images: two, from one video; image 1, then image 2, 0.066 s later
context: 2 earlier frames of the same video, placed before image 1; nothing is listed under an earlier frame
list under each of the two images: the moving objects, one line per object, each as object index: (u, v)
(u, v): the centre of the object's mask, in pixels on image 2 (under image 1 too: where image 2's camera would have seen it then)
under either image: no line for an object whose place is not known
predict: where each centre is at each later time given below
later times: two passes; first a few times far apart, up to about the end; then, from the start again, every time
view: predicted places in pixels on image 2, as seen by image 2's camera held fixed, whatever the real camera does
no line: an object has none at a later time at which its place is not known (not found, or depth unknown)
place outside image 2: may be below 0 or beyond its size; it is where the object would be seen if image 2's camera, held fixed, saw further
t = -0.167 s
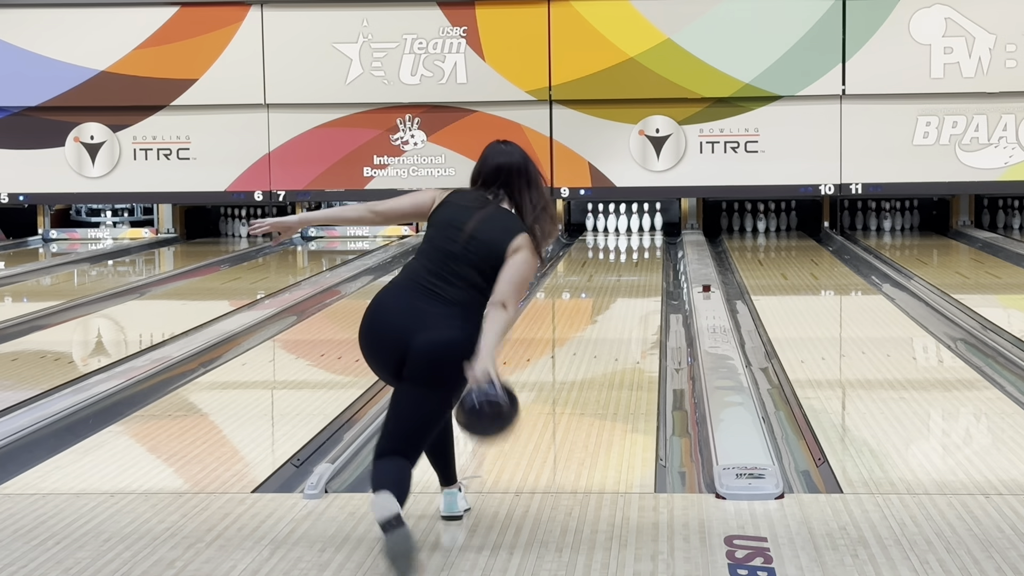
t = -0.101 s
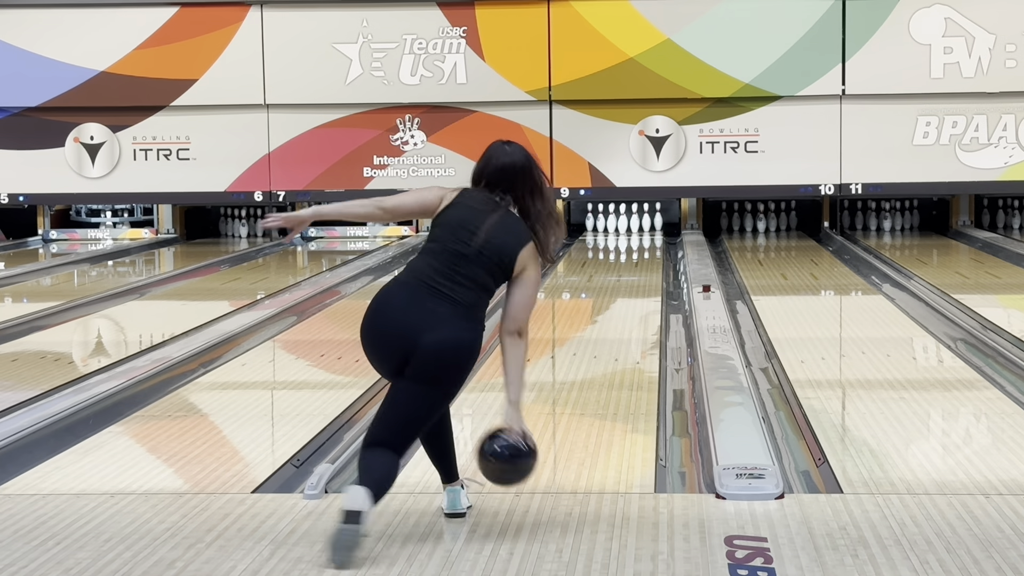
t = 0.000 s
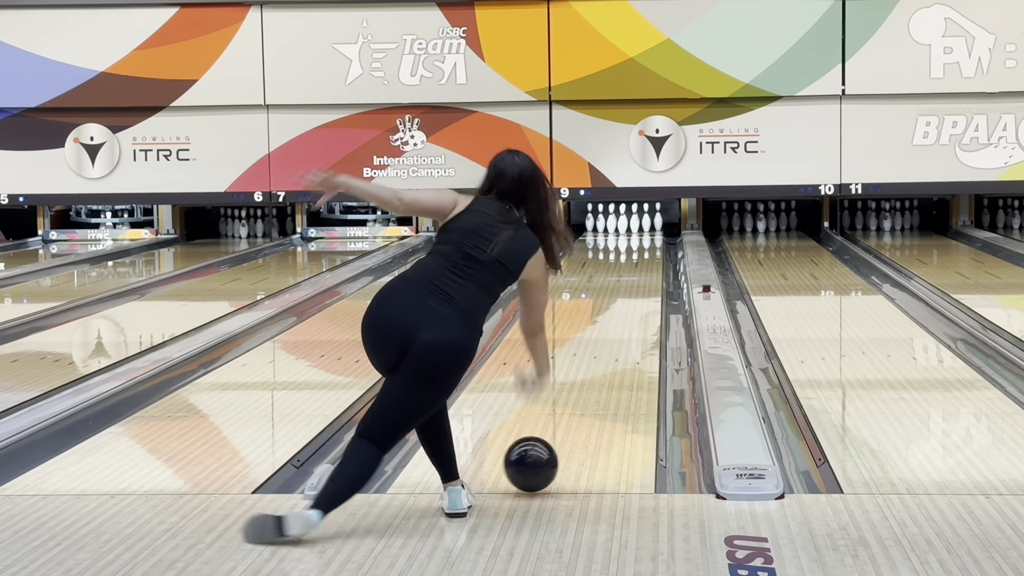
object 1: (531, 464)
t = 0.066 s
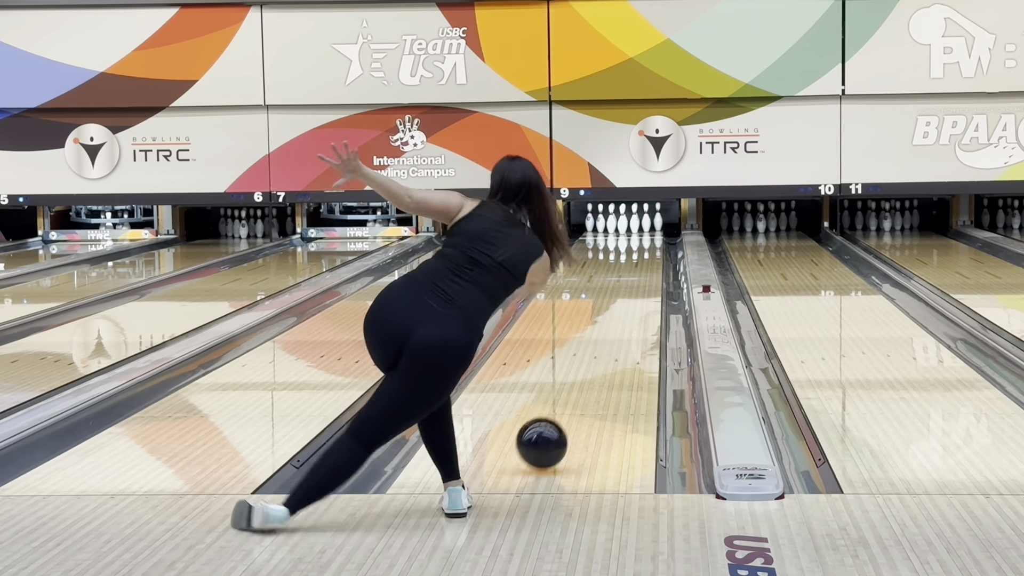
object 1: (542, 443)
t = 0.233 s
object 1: (563, 404)
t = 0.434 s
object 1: (583, 366)
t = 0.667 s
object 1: (599, 333)
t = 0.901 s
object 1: (611, 308)
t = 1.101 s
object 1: (618, 290)
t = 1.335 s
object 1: (625, 274)
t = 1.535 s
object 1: (629, 262)
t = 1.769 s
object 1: (633, 251)
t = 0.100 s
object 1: (547, 434)
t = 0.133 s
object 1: (551, 428)
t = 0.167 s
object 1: (556, 419)
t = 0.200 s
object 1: (560, 411)
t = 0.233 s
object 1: (563, 404)
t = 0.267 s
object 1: (567, 397)
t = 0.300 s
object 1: (571, 390)
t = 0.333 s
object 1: (574, 384)
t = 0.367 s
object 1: (577, 377)
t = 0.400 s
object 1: (580, 372)
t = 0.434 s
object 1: (583, 366)
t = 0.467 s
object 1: (585, 361)
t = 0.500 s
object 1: (588, 356)
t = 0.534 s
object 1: (590, 351)
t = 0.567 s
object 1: (593, 346)
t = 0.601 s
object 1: (595, 342)
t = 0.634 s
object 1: (597, 337)
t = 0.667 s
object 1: (599, 333)
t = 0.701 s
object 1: (601, 329)
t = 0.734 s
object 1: (602, 325)
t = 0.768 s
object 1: (604, 321)
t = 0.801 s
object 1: (606, 318)
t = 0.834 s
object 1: (608, 314)
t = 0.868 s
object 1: (609, 311)
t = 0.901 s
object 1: (611, 308)
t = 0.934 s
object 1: (612, 304)
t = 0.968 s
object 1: (613, 301)
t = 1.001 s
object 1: (615, 298)
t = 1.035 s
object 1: (616, 296)
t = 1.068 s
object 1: (617, 293)
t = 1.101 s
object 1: (618, 290)
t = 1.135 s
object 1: (619, 288)
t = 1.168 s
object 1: (620, 285)
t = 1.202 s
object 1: (621, 283)
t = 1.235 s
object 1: (622, 280)
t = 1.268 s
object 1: (623, 278)
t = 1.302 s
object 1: (624, 276)
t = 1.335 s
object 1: (625, 274)
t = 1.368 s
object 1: (626, 272)
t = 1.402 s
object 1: (626, 270)
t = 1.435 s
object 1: (627, 268)
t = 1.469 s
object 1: (628, 266)
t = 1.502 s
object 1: (629, 264)
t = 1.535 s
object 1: (629, 262)
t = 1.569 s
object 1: (630, 261)
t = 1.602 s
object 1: (630, 259)
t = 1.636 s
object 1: (631, 257)
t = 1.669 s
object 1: (632, 256)
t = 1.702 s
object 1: (632, 254)
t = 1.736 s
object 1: (633, 253)
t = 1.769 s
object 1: (633, 251)
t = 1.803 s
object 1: (633, 250)
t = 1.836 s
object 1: (634, 248)
